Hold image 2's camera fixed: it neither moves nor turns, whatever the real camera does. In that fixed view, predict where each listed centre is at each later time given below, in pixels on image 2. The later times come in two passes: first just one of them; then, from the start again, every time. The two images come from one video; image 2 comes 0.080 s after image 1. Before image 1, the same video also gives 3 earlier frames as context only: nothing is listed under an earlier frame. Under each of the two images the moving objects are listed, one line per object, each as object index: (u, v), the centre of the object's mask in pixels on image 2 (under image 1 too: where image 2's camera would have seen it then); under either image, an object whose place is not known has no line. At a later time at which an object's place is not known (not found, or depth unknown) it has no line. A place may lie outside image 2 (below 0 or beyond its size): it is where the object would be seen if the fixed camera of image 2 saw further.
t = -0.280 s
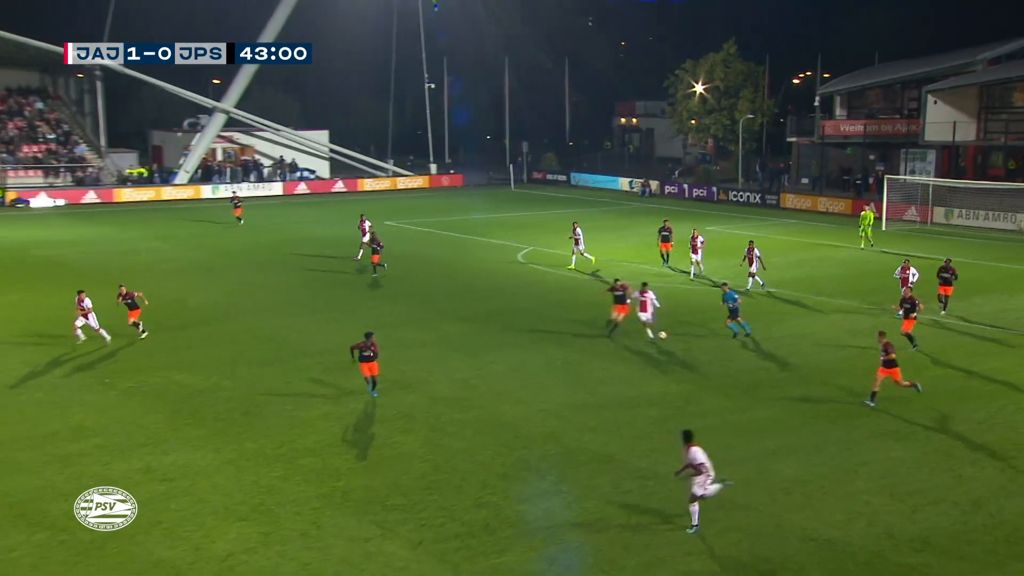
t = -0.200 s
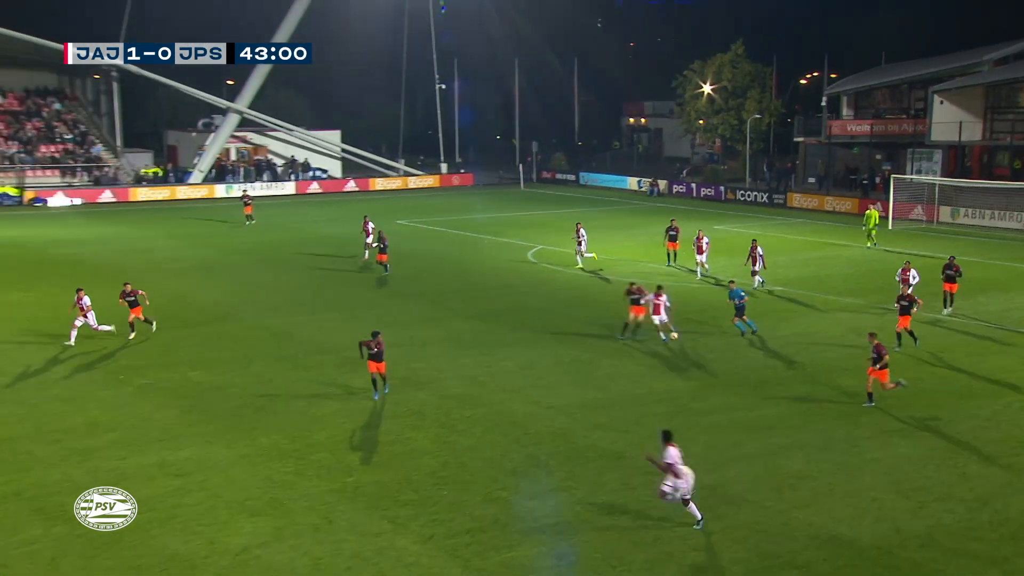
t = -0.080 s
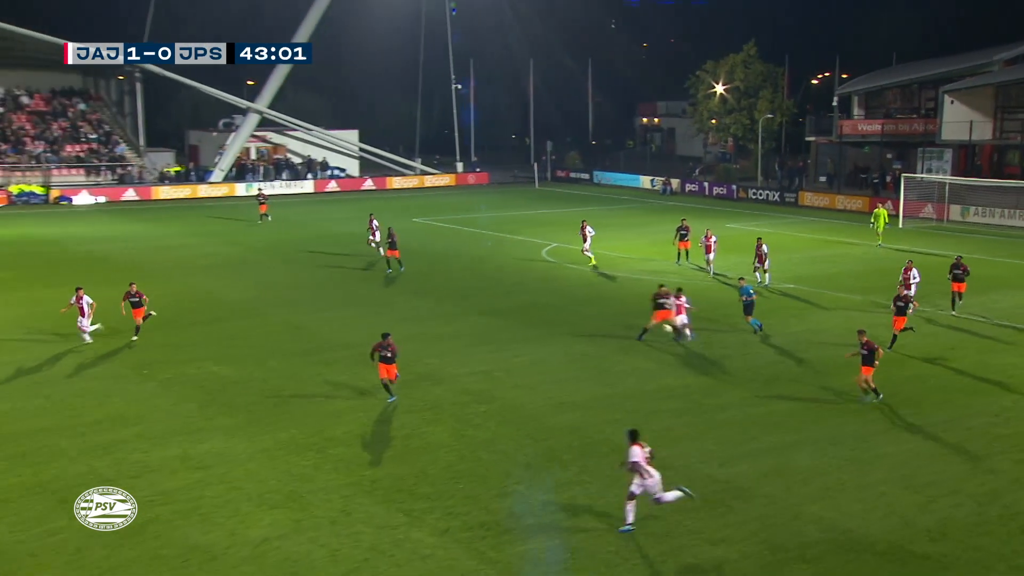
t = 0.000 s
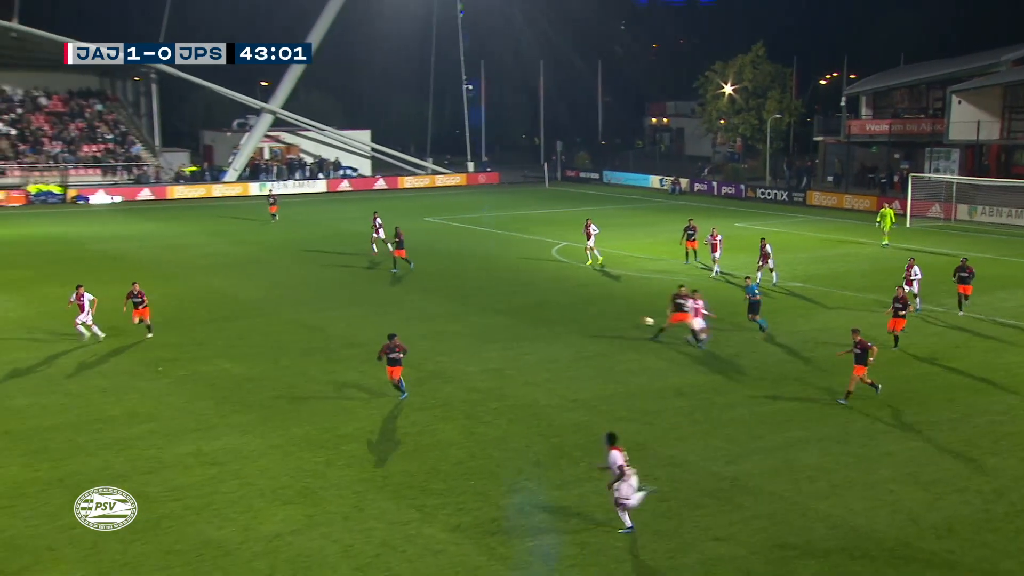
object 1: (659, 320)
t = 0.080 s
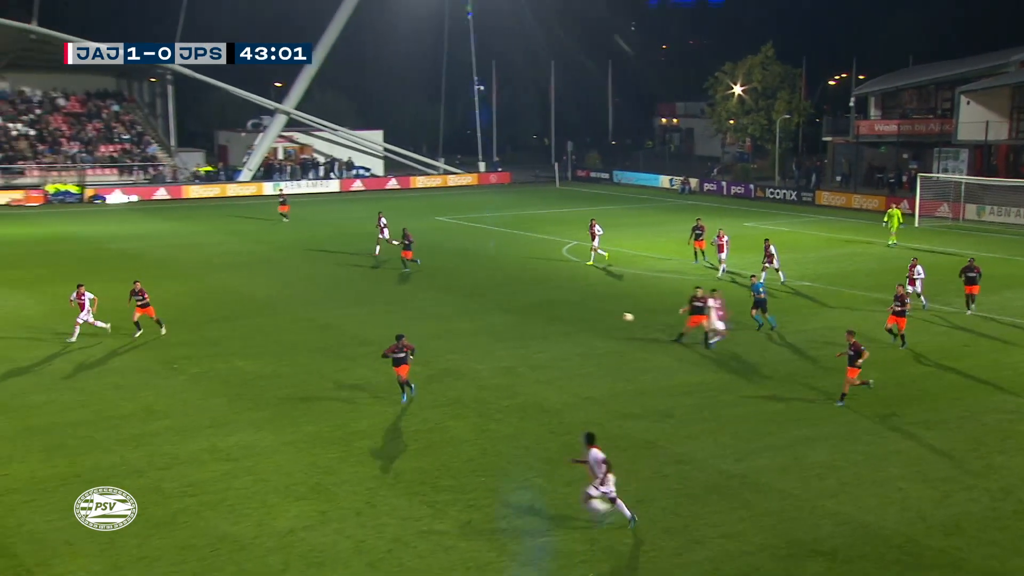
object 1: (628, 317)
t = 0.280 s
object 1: (540, 323)
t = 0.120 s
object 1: (612, 317)
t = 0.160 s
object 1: (595, 317)
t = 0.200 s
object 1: (577, 318)
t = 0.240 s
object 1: (559, 320)
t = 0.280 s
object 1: (540, 323)
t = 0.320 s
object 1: (520, 326)
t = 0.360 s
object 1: (500, 330)
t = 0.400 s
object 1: (478, 336)
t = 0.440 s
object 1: (457, 342)
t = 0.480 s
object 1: (434, 349)
